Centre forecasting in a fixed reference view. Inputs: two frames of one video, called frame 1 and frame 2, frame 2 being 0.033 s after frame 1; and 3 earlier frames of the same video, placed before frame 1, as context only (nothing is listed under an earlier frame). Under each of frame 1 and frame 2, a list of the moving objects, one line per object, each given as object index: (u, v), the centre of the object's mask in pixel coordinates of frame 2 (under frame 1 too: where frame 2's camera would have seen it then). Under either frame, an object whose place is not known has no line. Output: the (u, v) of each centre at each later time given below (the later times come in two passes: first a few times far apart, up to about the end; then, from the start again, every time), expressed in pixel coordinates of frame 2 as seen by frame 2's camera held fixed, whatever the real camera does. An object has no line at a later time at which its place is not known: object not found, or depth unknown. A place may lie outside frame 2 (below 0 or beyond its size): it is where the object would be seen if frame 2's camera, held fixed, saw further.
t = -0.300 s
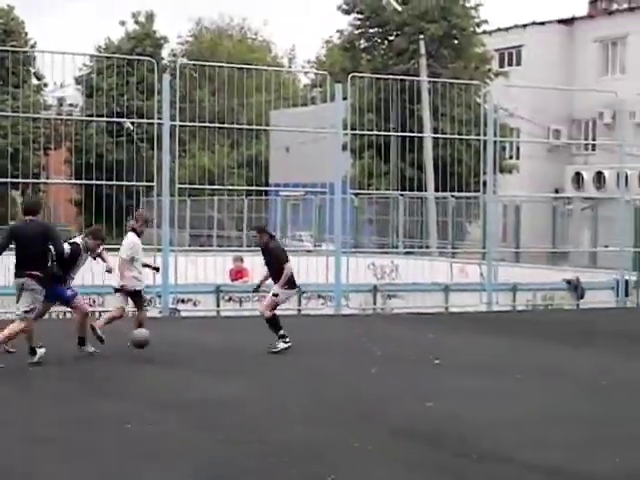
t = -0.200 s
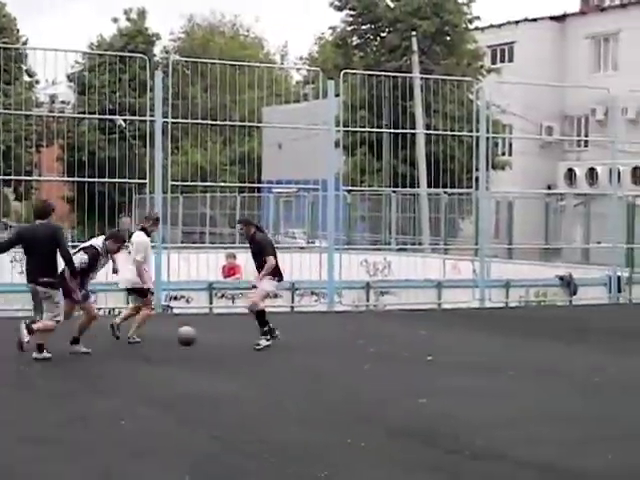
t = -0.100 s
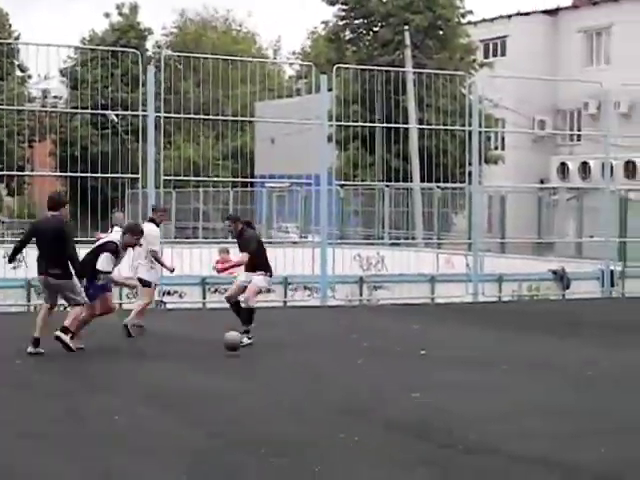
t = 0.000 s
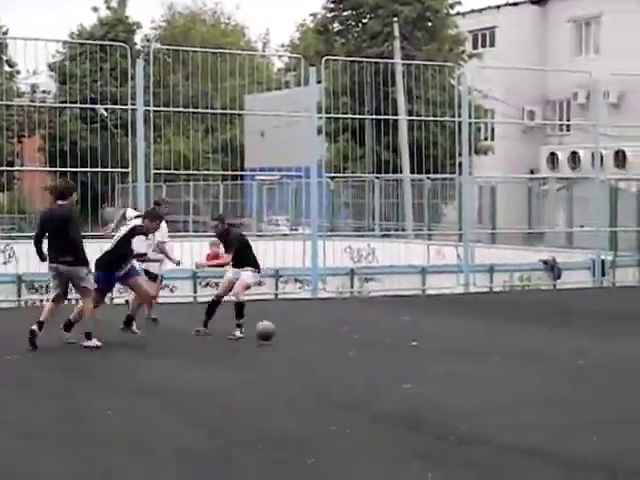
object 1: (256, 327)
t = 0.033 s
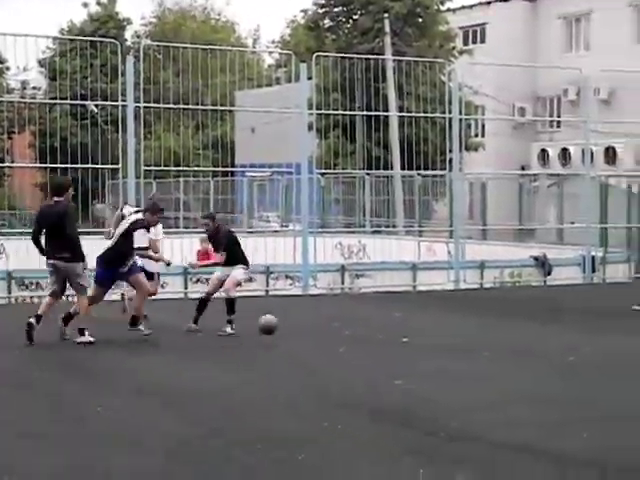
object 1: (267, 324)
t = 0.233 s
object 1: (334, 329)
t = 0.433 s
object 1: (401, 322)
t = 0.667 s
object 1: (477, 325)
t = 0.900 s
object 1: (549, 329)
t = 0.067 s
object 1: (279, 323)
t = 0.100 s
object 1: (290, 322)
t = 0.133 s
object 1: (300, 322)
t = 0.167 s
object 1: (312, 323)
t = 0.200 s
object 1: (323, 325)
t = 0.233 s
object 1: (334, 329)
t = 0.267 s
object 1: (345, 334)
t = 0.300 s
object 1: (356, 330)
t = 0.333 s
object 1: (368, 327)
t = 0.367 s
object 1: (379, 324)
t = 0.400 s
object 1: (390, 322)
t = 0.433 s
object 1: (401, 322)
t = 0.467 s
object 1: (412, 323)
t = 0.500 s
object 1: (422, 324)
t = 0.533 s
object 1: (434, 327)
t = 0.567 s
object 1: (444, 330)
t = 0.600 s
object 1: (455, 331)
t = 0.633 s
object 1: (466, 328)
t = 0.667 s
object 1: (477, 325)
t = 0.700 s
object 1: (487, 324)
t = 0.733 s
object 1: (497, 323)
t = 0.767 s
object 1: (508, 324)
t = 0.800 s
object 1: (518, 325)
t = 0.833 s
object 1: (529, 328)
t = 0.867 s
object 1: (539, 332)
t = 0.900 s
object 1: (549, 329)
